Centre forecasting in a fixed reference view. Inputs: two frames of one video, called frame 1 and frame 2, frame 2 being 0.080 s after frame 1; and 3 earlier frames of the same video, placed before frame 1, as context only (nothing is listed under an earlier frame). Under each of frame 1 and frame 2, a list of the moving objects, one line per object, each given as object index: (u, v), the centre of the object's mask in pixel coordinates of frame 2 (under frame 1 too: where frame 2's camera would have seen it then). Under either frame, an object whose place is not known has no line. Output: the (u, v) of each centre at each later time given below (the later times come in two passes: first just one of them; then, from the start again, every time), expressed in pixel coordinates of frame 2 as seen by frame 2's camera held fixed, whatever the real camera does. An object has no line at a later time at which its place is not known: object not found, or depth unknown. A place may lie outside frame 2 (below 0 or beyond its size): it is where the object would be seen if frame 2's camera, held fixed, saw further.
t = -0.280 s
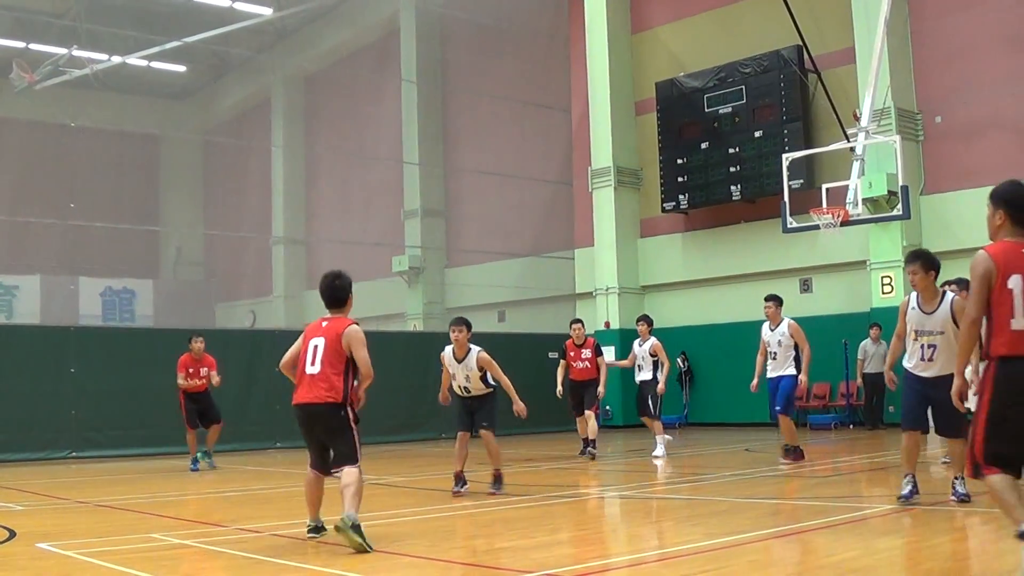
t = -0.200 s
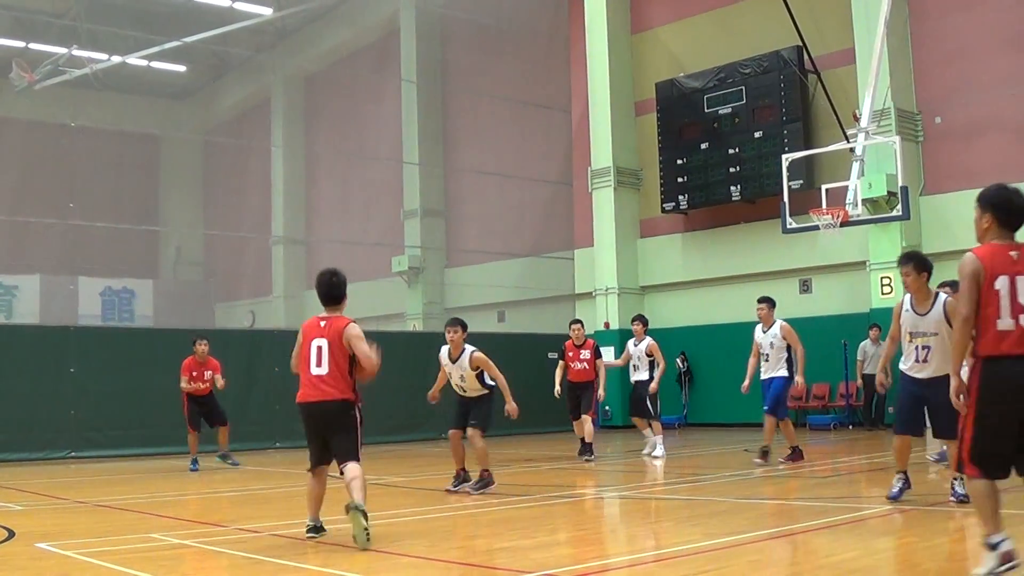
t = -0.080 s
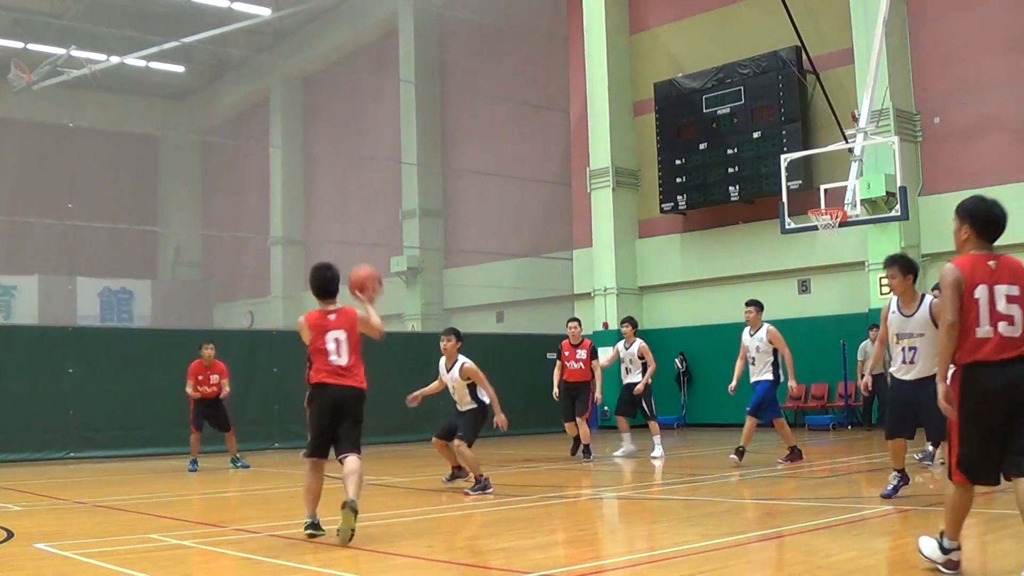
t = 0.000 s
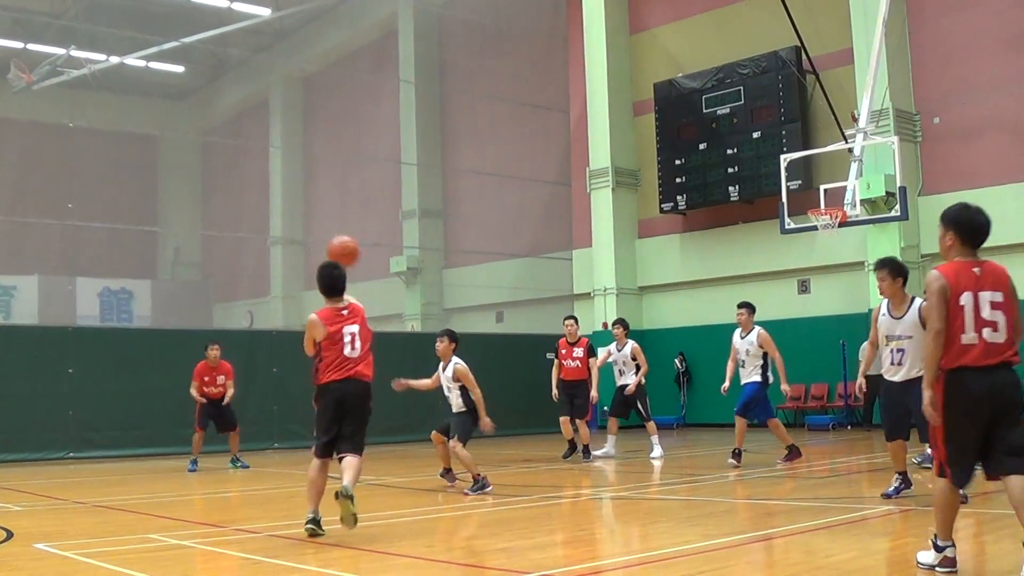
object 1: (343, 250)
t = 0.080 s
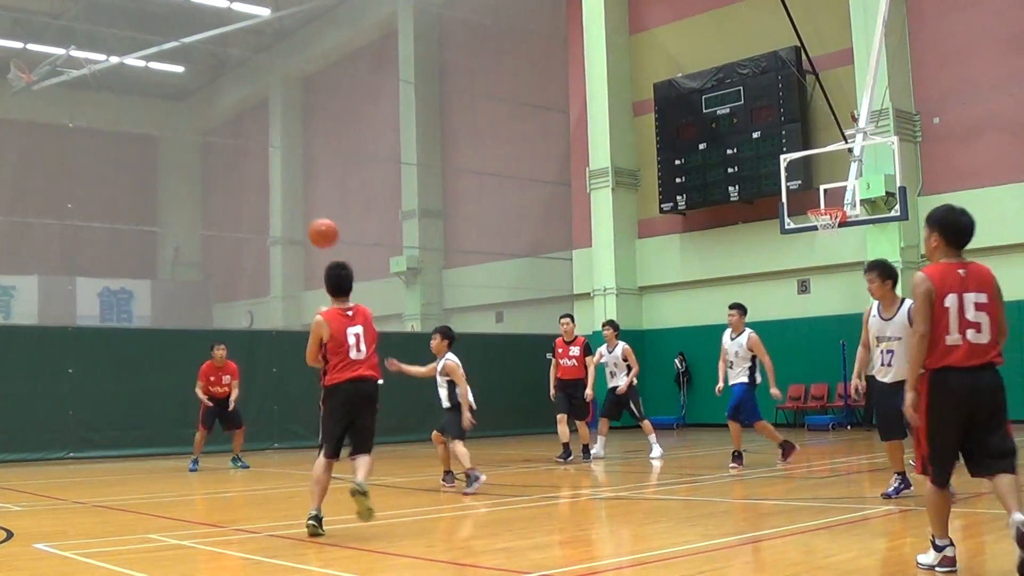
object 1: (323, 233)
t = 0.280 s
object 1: (287, 221)
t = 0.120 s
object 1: (315, 227)
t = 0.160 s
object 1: (307, 223)
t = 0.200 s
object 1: (299, 221)
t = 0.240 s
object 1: (293, 220)
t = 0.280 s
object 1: (287, 221)
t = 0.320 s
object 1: (281, 223)
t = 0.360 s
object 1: (276, 227)
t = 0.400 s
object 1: (271, 231)
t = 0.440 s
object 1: (266, 237)
